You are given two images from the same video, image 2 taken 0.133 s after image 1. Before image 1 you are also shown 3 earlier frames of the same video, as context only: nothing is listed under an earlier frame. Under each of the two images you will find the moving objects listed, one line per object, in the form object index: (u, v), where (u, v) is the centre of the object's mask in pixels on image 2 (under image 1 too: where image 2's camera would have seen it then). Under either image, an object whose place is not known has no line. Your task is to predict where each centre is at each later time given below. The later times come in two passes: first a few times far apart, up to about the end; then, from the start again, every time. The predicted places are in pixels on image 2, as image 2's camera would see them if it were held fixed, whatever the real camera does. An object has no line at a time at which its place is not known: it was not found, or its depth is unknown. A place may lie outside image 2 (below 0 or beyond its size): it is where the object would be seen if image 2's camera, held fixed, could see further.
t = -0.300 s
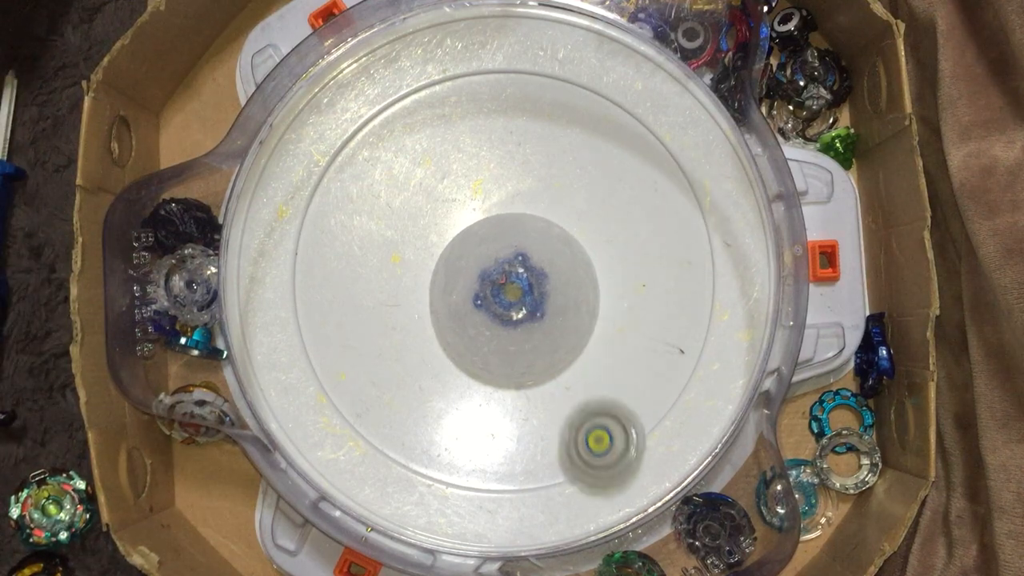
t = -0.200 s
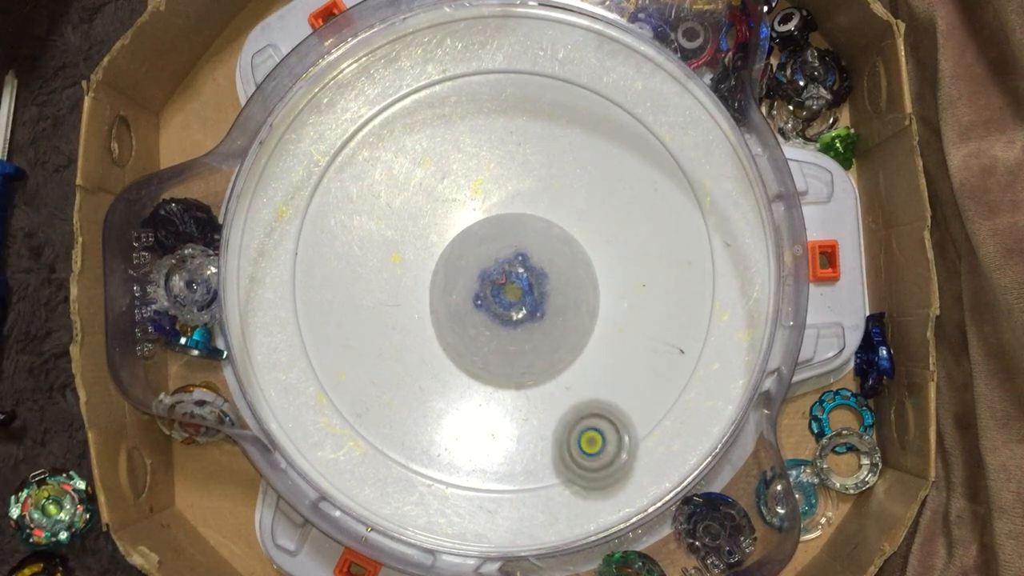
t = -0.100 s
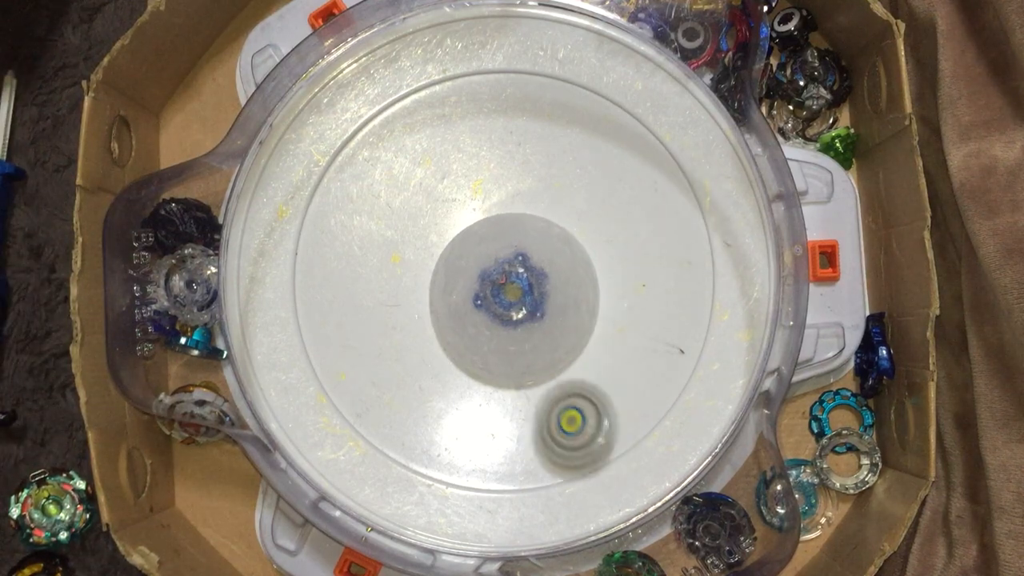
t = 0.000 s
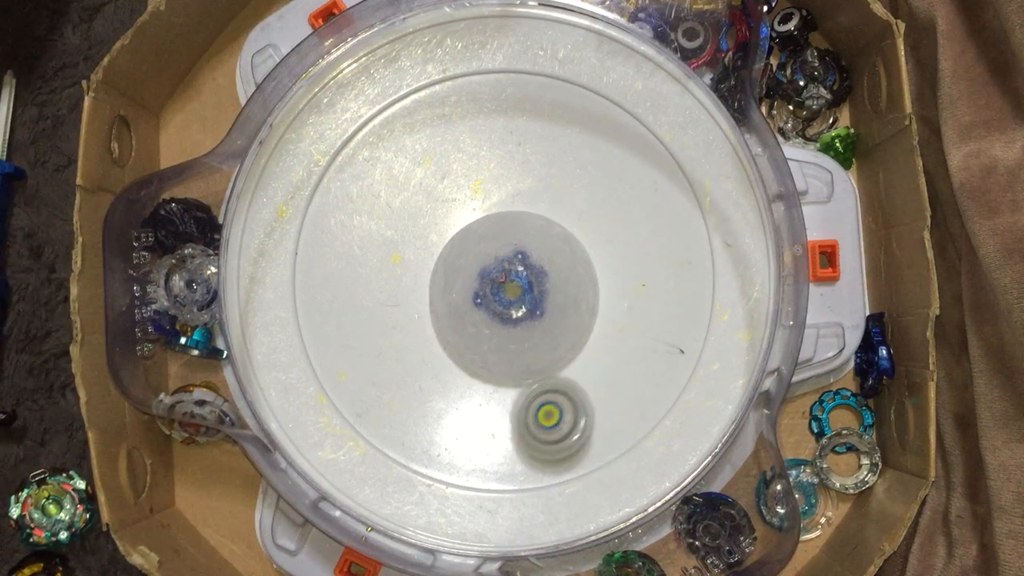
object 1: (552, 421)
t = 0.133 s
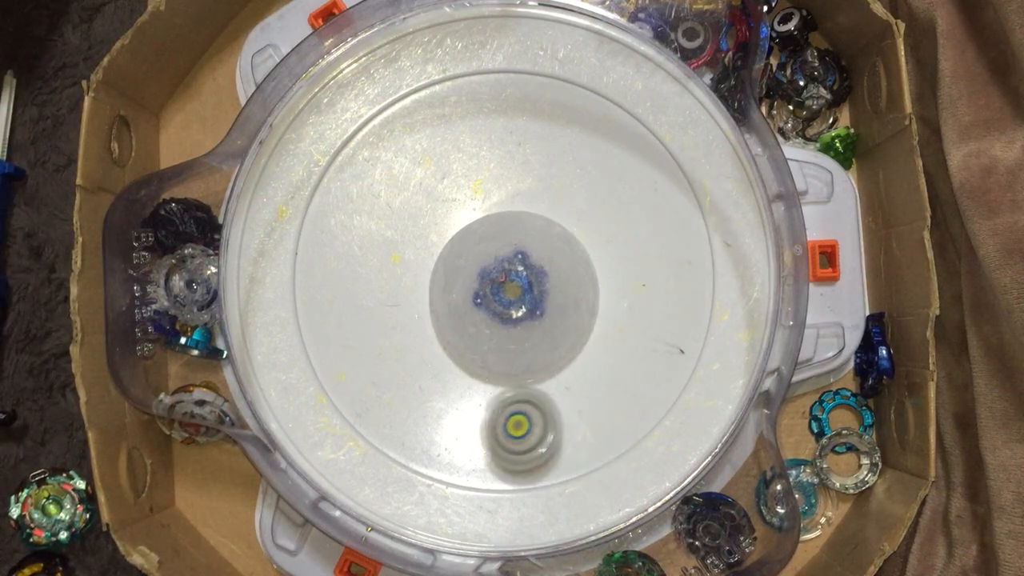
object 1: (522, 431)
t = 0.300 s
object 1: (480, 420)
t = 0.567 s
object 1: (410, 435)
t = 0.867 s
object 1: (381, 336)
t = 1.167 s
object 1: (391, 216)
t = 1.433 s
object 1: (467, 165)
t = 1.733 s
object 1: (534, 173)
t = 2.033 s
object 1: (548, 180)
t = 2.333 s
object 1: (509, 170)
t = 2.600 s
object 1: (435, 205)
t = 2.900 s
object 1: (385, 271)
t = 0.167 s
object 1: (514, 432)
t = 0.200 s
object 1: (506, 430)
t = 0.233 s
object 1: (498, 428)
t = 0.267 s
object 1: (489, 424)
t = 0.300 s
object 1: (480, 420)
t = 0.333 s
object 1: (467, 421)
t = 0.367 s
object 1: (450, 434)
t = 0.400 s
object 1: (435, 443)
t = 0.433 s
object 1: (423, 451)
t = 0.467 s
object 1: (415, 457)
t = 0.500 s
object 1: (411, 453)
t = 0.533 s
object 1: (410, 445)
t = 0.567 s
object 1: (410, 435)
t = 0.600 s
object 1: (413, 422)
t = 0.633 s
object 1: (415, 408)
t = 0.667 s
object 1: (419, 392)
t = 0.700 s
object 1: (421, 379)
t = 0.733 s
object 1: (410, 373)
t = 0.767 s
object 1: (398, 365)
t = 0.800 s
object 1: (390, 357)
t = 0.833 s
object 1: (385, 348)
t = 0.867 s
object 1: (381, 336)
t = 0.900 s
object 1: (380, 324)
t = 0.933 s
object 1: (382, 312)
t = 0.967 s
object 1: (386, 298)
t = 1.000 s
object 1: (389, 284)
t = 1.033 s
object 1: (386, 269)
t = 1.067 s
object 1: (383, 254)
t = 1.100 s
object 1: (384, 240)
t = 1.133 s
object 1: (387, 227)
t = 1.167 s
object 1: (391, 216)
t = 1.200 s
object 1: (399, 207)
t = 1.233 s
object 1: (408, 200)
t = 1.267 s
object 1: (417, 195)
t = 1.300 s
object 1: (429, 192)
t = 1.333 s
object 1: (442, 190)
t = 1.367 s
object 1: (453, 185)
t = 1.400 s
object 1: (459, 174)
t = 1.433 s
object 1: (467, 165)
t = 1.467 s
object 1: (475, 158)
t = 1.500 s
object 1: (482, 154)
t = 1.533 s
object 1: (490, 153)
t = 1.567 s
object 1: (498, 154)
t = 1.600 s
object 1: (506, 158)
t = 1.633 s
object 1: (513, 165)
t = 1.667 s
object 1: (519, 172)
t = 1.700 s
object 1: (527, 172)
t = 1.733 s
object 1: (534, 173)
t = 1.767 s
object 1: (539, 174)
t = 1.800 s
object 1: (544, 176)
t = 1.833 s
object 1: (549, 174)
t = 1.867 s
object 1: (551, 175)
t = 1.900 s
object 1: (551, 178)
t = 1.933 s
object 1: (549, 181)
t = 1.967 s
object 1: (549, 182)
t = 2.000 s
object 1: (548, 180)
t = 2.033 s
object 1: (548, 180)
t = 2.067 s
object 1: (546, 182)
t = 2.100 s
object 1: (543, 179)
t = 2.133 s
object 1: (539, 179)
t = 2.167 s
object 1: (536, 178)
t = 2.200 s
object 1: (532, 173)
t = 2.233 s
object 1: (527, 173)
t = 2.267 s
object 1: (521, 176)
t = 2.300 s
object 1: (514, 176)
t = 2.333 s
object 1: (509, 170)
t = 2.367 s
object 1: (501, 167)
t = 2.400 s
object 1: (493, 168)
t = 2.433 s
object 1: (484, 172)
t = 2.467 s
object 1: (475, 180)
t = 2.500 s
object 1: (464, 187)
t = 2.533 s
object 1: (455, 190)
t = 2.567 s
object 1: (444, 197)
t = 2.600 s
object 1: (435, 205)
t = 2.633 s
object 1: (425, 216)
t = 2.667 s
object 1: (416, 221)
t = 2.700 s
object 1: (407, 226)
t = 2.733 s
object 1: (399, 233)
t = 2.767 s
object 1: (392, 240)
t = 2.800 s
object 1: (387, 248)
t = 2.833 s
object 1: (384, 256)
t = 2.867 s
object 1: (384, 264)
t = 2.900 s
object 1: (385, 271)
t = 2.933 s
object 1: (389, 277)
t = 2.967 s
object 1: (387, 282)
